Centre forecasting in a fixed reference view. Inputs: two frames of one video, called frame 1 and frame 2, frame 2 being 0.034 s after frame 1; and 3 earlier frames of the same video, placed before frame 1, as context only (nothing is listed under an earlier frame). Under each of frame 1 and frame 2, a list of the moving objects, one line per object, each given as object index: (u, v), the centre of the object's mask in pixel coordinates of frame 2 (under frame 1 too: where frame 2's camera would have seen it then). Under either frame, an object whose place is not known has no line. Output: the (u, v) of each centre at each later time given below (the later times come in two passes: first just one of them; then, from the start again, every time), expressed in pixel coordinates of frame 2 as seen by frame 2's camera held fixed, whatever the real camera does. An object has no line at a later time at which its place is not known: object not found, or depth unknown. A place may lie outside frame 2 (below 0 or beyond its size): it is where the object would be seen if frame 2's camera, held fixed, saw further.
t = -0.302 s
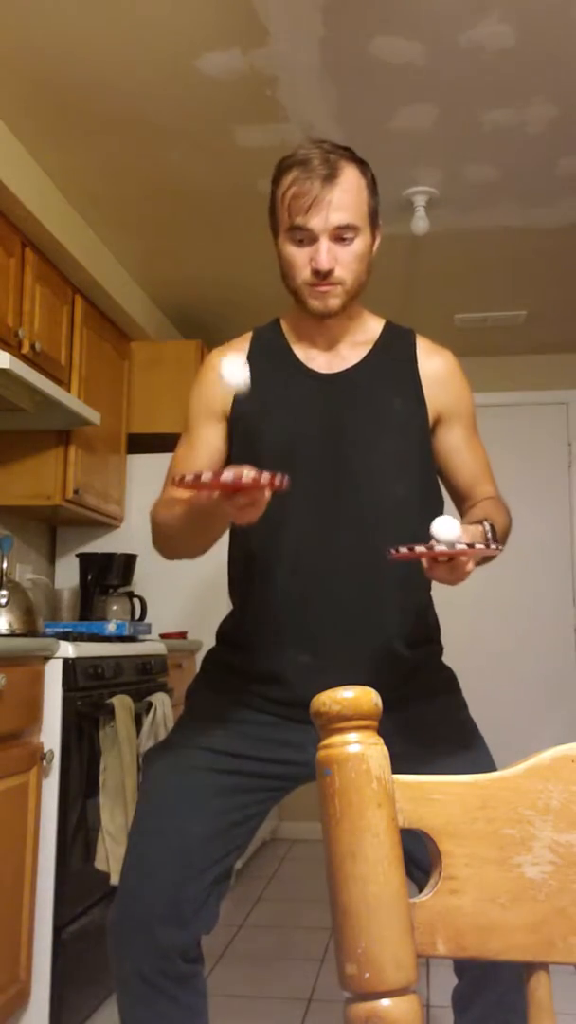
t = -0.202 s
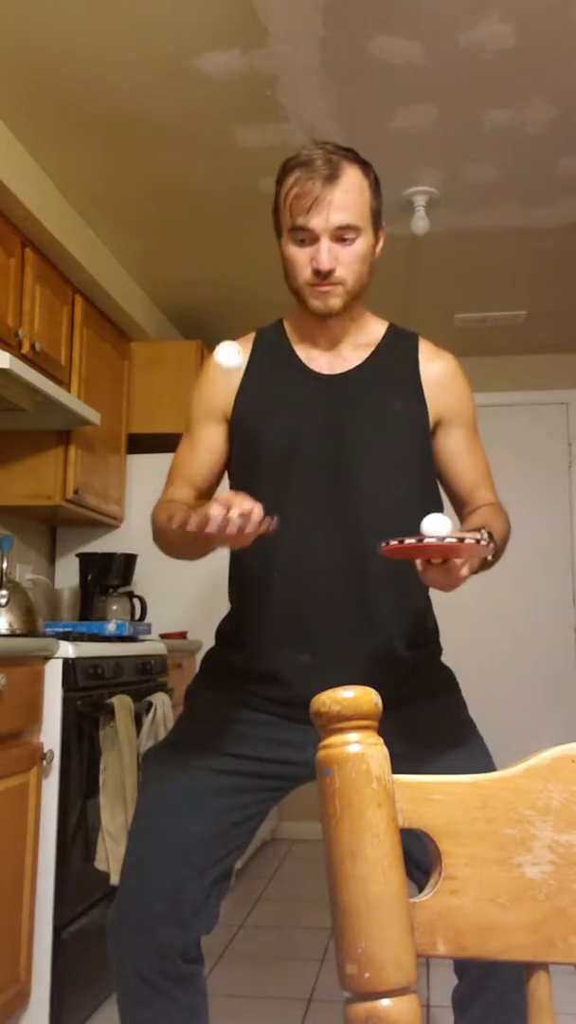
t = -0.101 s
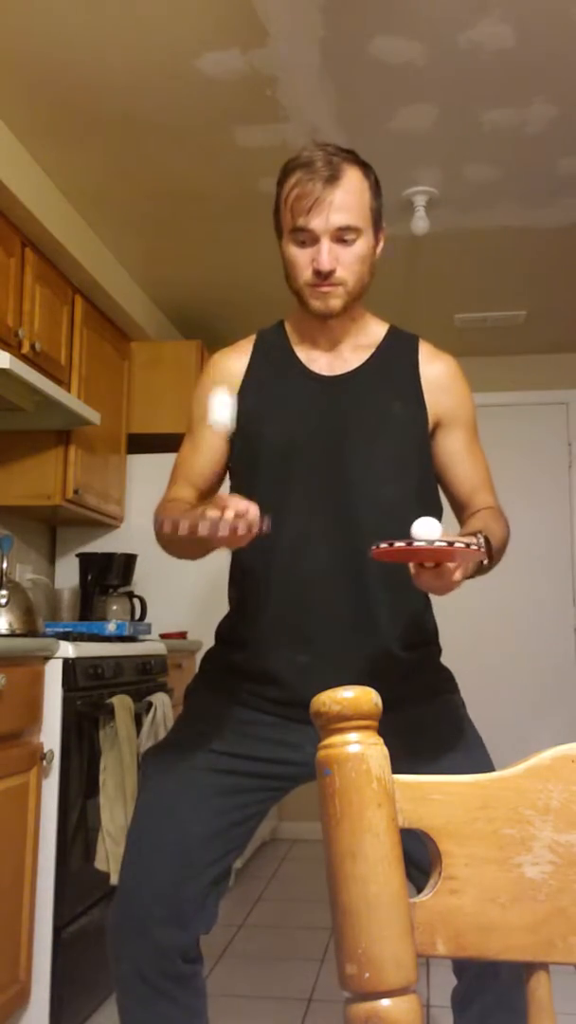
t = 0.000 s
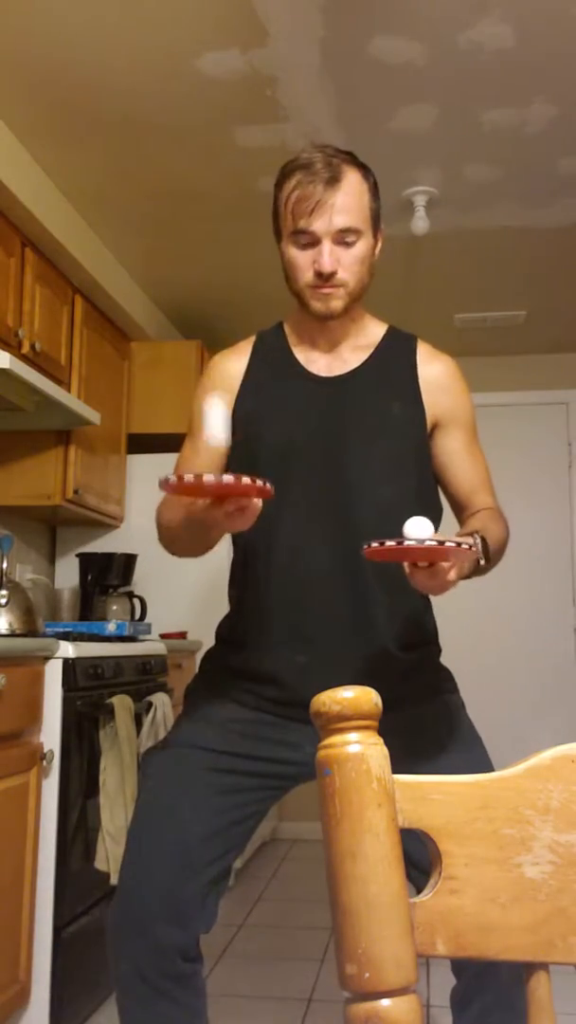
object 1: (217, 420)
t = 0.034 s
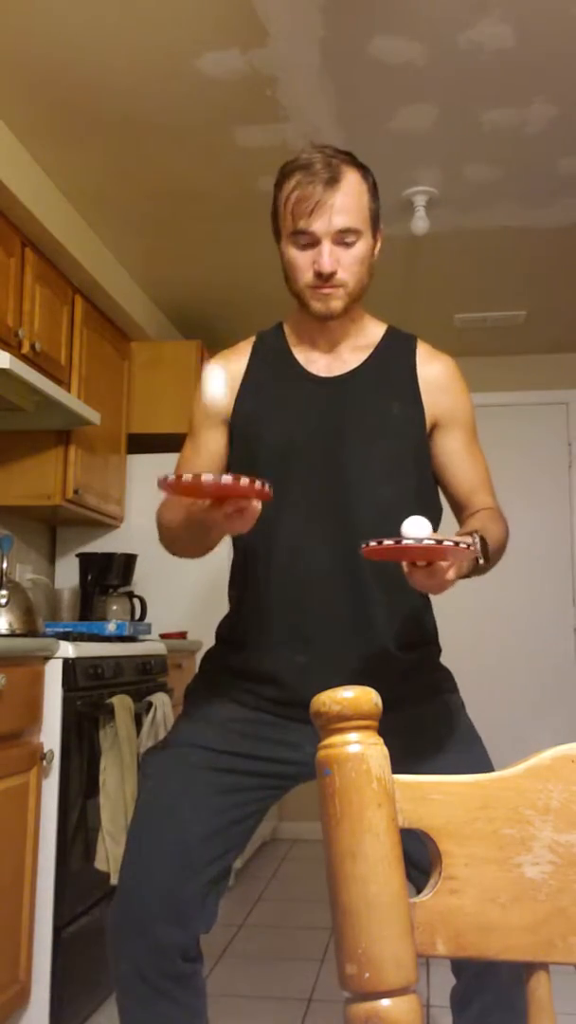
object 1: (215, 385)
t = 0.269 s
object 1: (207, 352)
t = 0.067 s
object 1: (215, 355)
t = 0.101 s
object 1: (214, 336)
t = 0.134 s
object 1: (213, 326)
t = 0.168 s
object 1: (211, 322)
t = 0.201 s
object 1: (211, 325)
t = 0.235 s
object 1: (209, 335)
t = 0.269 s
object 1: (207, 352)
